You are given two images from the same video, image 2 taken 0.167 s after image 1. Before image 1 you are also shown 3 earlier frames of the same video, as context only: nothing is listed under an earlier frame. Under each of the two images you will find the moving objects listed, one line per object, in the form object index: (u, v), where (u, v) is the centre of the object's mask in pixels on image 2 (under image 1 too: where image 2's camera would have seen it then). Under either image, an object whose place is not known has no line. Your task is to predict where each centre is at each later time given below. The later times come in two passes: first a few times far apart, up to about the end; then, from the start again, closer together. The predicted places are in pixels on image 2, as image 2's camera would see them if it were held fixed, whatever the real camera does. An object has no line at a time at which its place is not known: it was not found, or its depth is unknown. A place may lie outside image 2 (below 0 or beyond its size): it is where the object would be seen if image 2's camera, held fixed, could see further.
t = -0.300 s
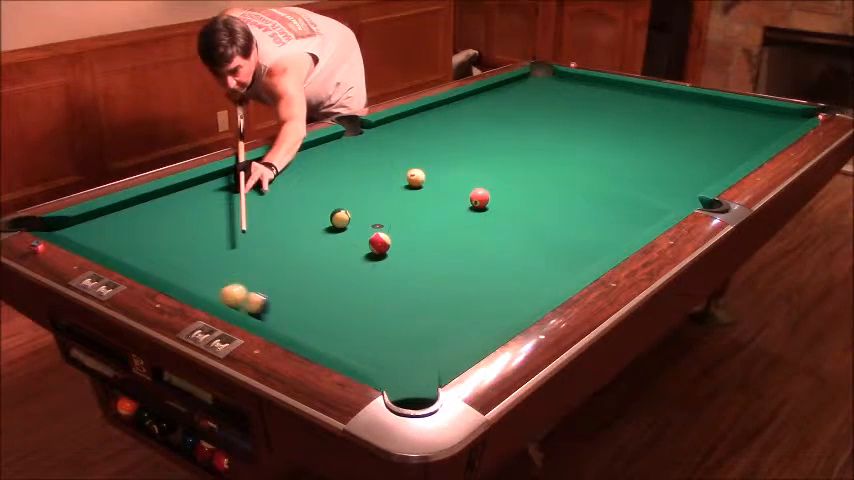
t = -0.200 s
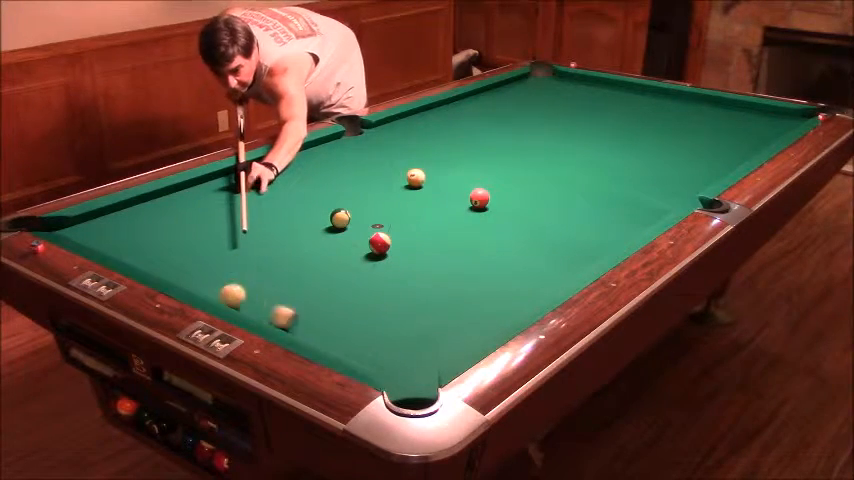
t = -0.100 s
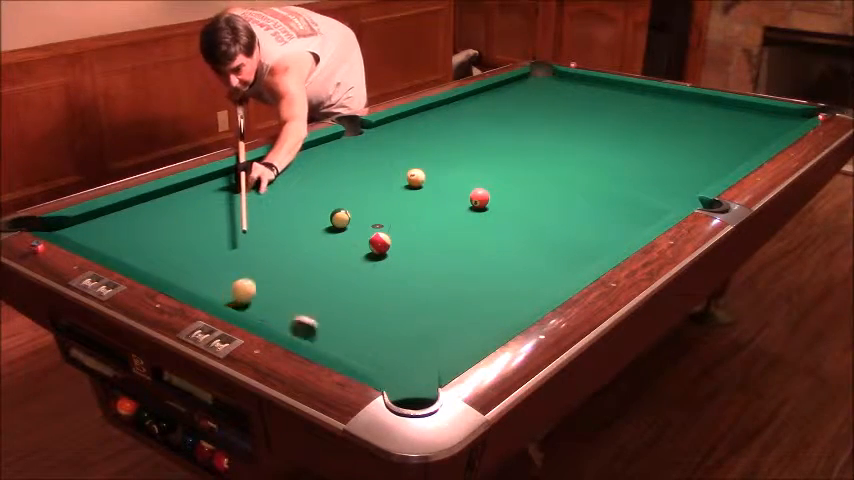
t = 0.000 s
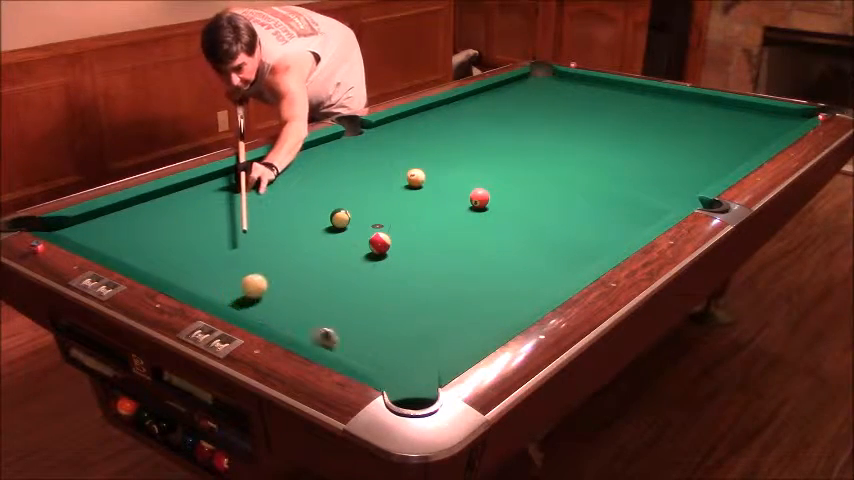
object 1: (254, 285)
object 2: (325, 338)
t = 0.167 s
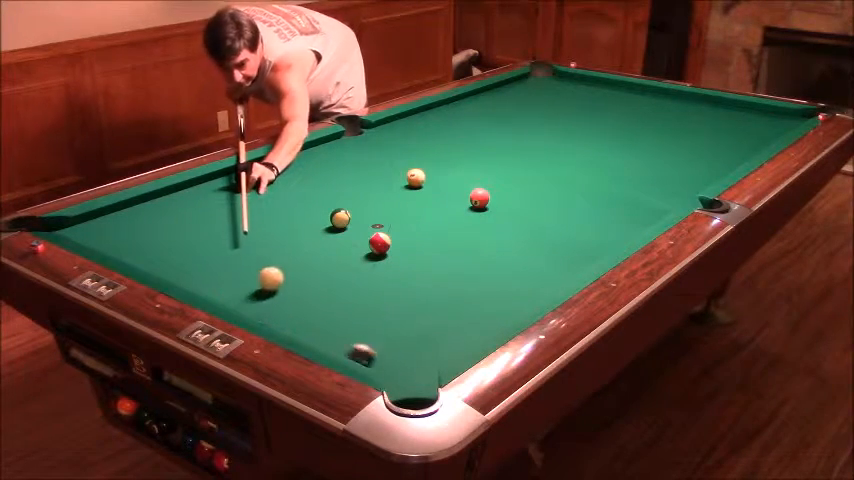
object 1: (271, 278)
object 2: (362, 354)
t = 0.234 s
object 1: (277, 275)
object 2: (378, 366)
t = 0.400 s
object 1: (292, 269)
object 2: (416, 386)
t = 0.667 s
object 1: (315, 260)
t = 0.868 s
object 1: (328, 253)
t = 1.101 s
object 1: (344, 247)
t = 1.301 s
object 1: (356, 242)
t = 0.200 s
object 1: (274, 277)
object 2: (370, 358)
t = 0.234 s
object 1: (277, 275)
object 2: (378, 366)
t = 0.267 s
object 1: (280, 274)
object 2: (385, 372)
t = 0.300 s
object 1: (283, 273)
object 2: (389, 375)
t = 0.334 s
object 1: (286, 271)
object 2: (397, 380)
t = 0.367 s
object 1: (289, 270)
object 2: (405, 382)
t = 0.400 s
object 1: (292, 269)
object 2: (416, 386)
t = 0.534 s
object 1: (303, 264)
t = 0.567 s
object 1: (306, 263)
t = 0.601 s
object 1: (308, 262)
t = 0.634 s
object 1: (311, 261)
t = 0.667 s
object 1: (315, 260)
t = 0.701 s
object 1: (317, 258)
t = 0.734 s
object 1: (319, 257)
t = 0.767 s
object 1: (321, 256)
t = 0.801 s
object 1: (324, 255)
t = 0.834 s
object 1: (326, 255)
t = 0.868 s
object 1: (328, 253)
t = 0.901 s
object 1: (331, 252)
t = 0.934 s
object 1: (333, 251)
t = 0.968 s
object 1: (335, 250)
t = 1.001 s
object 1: (338, 250)
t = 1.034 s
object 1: (340, 249)
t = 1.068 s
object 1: (342, 248)
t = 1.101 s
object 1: (344, 247)
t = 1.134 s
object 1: (346, 246)
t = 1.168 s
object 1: (348, 245)
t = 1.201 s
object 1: (350, 244)
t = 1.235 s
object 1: (352, 244)
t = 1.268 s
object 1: (354, 243)
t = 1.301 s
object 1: (356, 242)
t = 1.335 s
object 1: (357, 241)
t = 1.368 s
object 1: (358, 241)
